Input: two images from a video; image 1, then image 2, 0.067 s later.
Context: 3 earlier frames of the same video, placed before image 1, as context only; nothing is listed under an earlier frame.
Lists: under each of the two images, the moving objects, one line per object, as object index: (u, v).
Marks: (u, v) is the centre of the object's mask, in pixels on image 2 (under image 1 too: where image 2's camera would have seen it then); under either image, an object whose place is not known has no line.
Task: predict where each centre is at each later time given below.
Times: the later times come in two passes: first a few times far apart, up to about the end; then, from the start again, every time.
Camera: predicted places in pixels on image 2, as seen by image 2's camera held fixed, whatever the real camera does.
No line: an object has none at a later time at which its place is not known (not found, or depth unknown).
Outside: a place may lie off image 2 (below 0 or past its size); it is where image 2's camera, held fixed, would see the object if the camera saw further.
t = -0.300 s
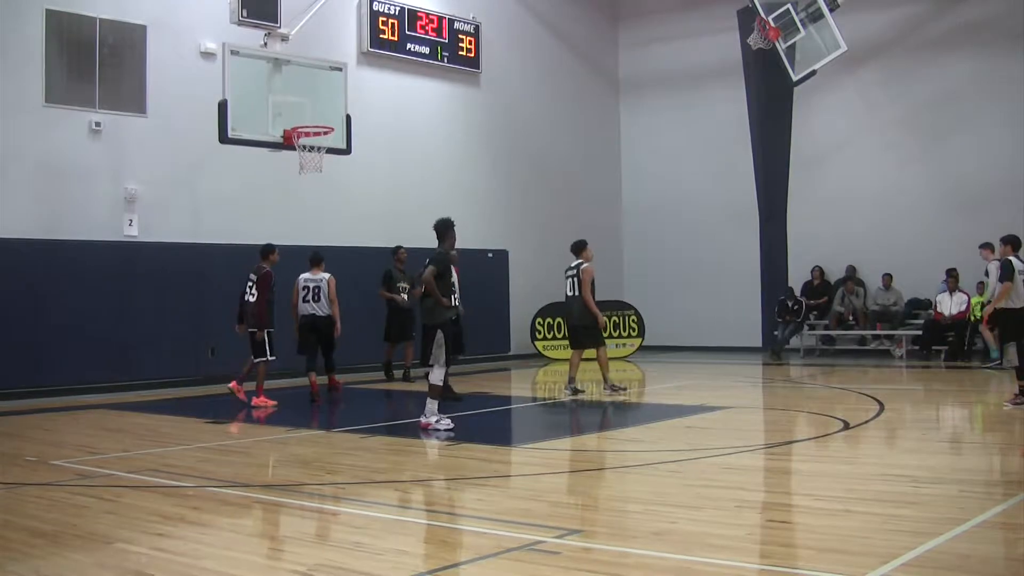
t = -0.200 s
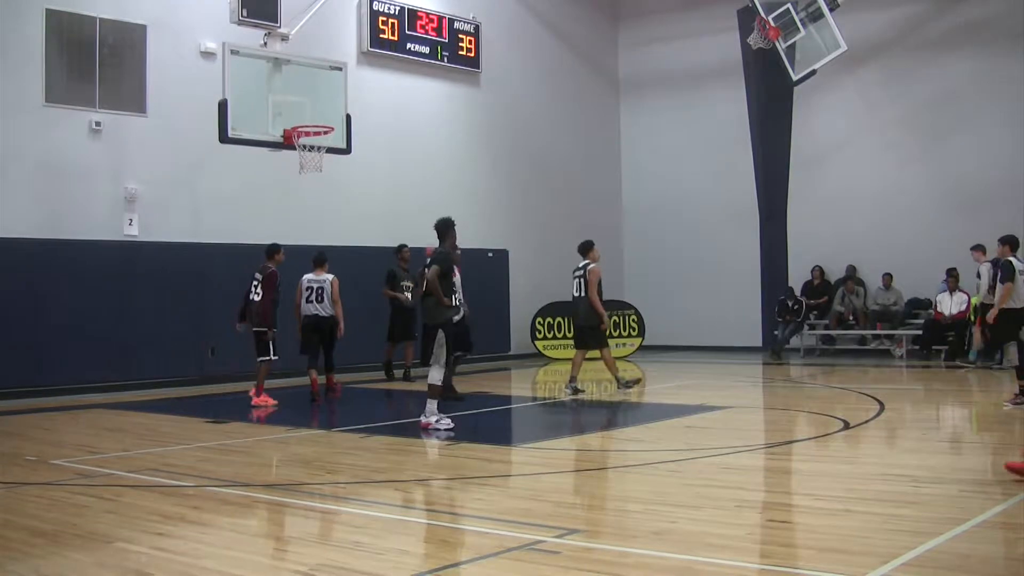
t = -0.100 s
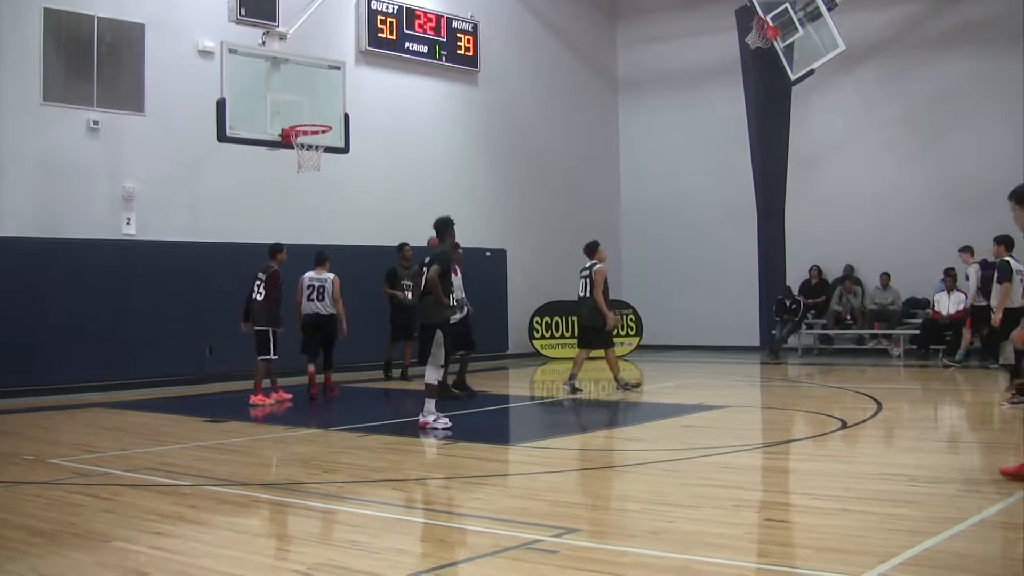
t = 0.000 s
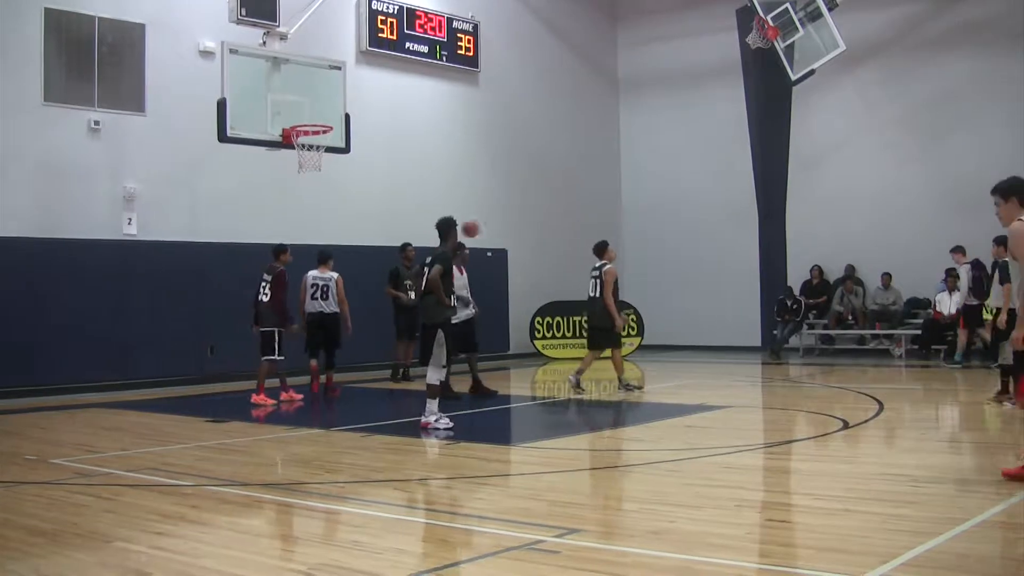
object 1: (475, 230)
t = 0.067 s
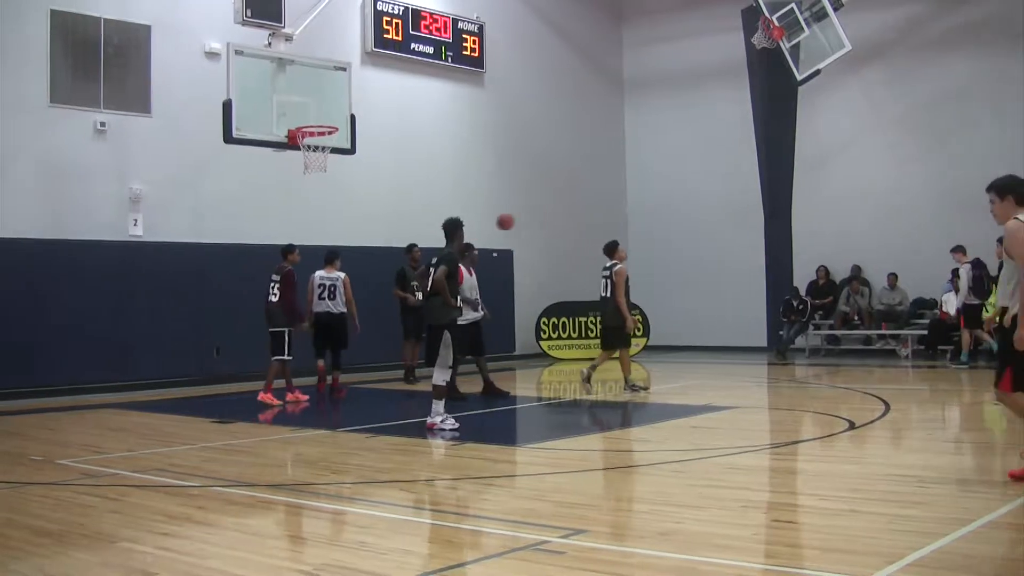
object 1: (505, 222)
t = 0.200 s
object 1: (565, 215)
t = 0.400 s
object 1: (660, 229)
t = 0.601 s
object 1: (759, 274)
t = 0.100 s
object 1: (520, 219)
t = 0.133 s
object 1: (535, 217)
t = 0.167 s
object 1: (550, 216)
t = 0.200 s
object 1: (565, 215)
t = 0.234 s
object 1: (581, 215)
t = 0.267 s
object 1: (596, 217)
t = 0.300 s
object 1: (612, 218)
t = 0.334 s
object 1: (627, 221)
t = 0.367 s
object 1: (644, 225)
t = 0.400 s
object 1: (660, 229)
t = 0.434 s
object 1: (676, 235)
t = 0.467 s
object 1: (693, 240)
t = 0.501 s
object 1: (709, 248)
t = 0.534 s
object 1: (725, 255)
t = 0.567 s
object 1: (742, 264)
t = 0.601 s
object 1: (759, 274)
